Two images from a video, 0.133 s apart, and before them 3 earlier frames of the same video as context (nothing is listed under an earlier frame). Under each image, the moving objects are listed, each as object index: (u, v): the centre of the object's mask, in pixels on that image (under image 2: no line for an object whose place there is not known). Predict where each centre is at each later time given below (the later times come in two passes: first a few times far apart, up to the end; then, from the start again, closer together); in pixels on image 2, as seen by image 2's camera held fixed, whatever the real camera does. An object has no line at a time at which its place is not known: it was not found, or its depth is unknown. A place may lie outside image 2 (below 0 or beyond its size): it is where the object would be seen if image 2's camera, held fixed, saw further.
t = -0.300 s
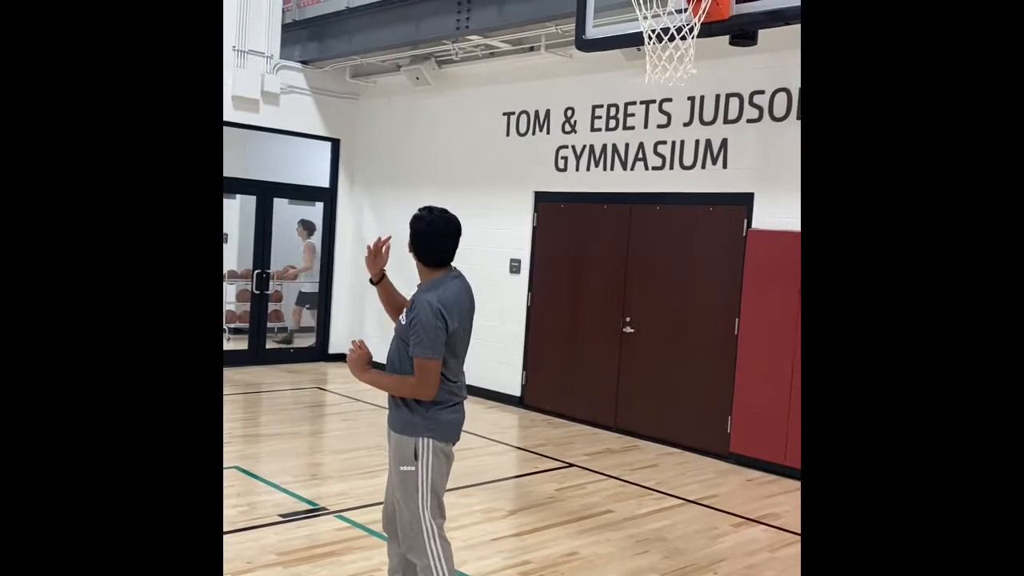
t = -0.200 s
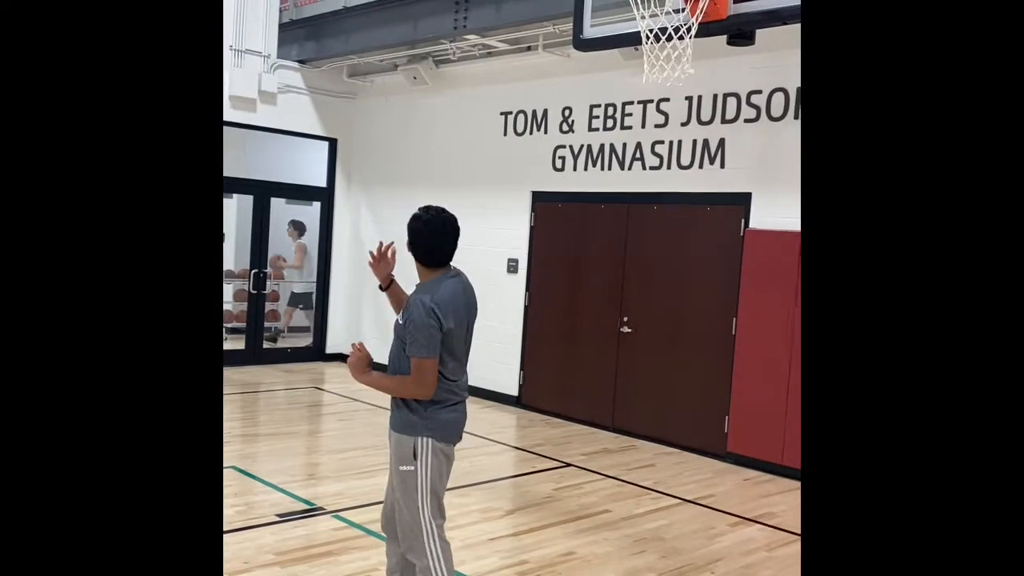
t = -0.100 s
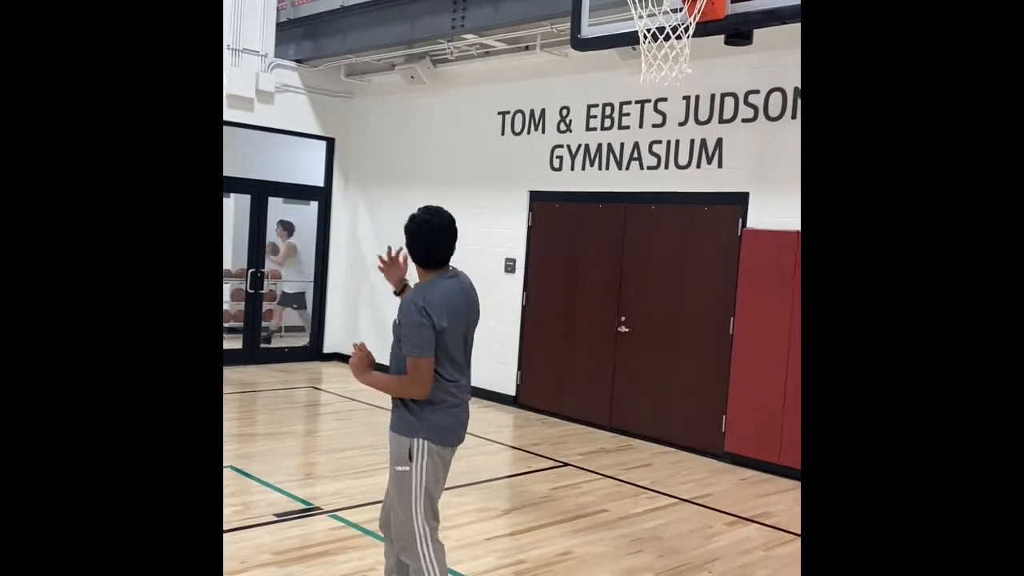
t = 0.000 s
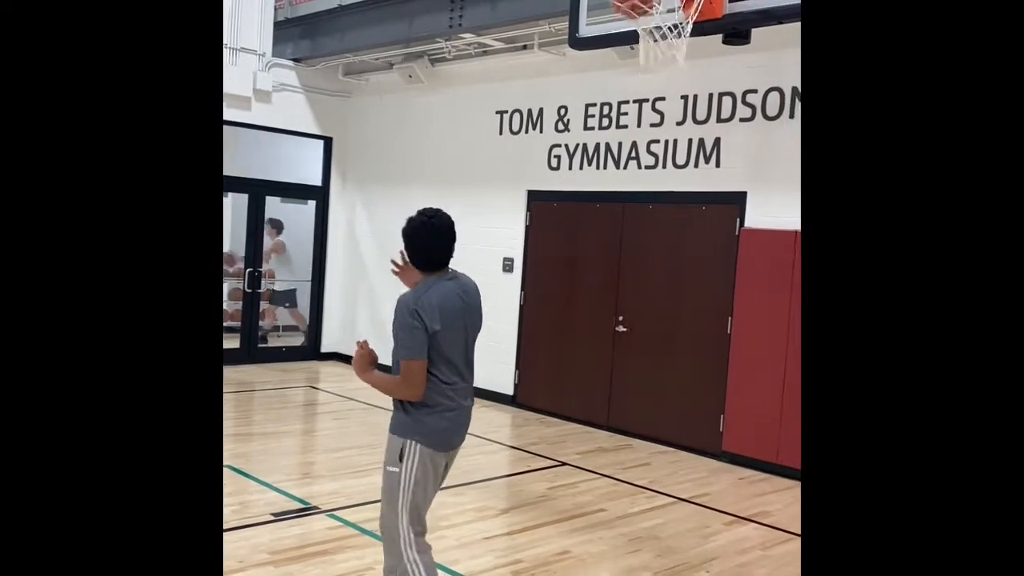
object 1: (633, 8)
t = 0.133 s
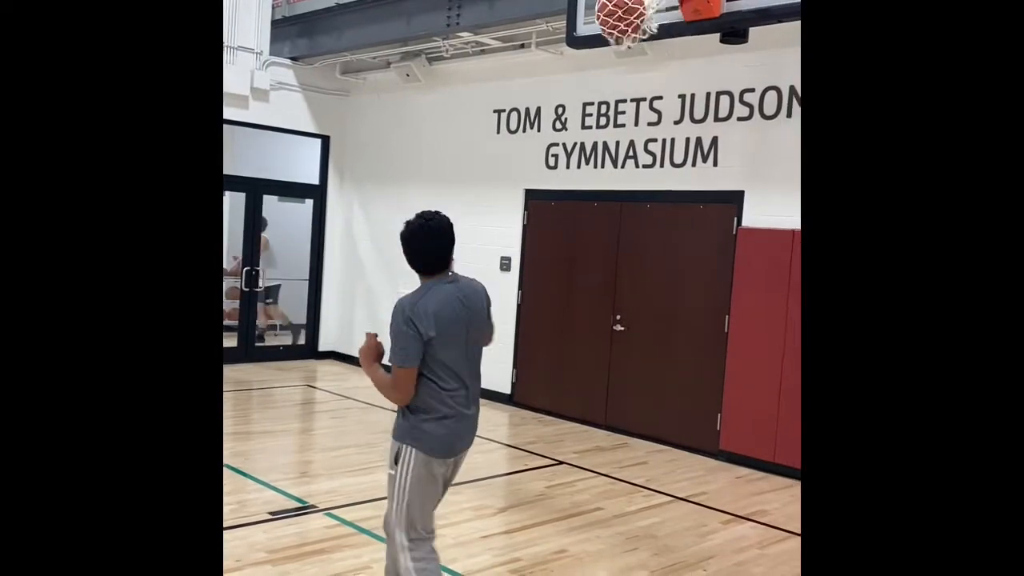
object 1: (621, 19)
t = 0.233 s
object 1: (627, 33)
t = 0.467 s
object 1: (655, 133)
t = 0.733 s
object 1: (677, 361)
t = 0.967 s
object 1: (700, 488)
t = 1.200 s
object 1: (738, 327)
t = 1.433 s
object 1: (769, 264)
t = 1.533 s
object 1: (780, 267)
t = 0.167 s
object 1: (621, 22)
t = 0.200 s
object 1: (623, 25)
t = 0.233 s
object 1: (627, 33)
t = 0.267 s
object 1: (630, 41)
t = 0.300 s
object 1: (635, 52)
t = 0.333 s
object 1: (639, 64)
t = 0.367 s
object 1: (643, 80)
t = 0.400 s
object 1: (647, 95)
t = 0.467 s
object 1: (655, 133)
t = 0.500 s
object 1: (658, 155)
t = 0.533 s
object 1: (661, 182)
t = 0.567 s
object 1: (665, 207)
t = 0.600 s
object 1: (667, 233)
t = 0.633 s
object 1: (669, 262)
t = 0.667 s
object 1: (673, 293)
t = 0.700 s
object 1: (675, 326)
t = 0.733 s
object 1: (677, 361)
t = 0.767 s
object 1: (679, 397)
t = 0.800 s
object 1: (682, 430)
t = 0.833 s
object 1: (684, 473)
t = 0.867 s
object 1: (685, 516)
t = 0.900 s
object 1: (686, 553)
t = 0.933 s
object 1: (693, 522)
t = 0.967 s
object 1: (700, 488)
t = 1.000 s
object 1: (706, 458)
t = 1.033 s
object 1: (711, 433)
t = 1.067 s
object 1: (716, 407)
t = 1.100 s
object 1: (722, 385)
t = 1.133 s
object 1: (727, 362)
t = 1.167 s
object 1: (733, 344)
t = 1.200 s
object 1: (738, 327)
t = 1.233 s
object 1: (743, 310)
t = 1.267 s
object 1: (748, 298)
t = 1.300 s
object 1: (752, 288)
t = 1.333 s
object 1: (756, 279)
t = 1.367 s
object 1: (761, 272)
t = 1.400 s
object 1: (765, 268)
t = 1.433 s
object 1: (769, 264)
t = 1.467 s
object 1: (773, 262)
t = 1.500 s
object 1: (776, 263)
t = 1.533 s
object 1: (780, 267)
